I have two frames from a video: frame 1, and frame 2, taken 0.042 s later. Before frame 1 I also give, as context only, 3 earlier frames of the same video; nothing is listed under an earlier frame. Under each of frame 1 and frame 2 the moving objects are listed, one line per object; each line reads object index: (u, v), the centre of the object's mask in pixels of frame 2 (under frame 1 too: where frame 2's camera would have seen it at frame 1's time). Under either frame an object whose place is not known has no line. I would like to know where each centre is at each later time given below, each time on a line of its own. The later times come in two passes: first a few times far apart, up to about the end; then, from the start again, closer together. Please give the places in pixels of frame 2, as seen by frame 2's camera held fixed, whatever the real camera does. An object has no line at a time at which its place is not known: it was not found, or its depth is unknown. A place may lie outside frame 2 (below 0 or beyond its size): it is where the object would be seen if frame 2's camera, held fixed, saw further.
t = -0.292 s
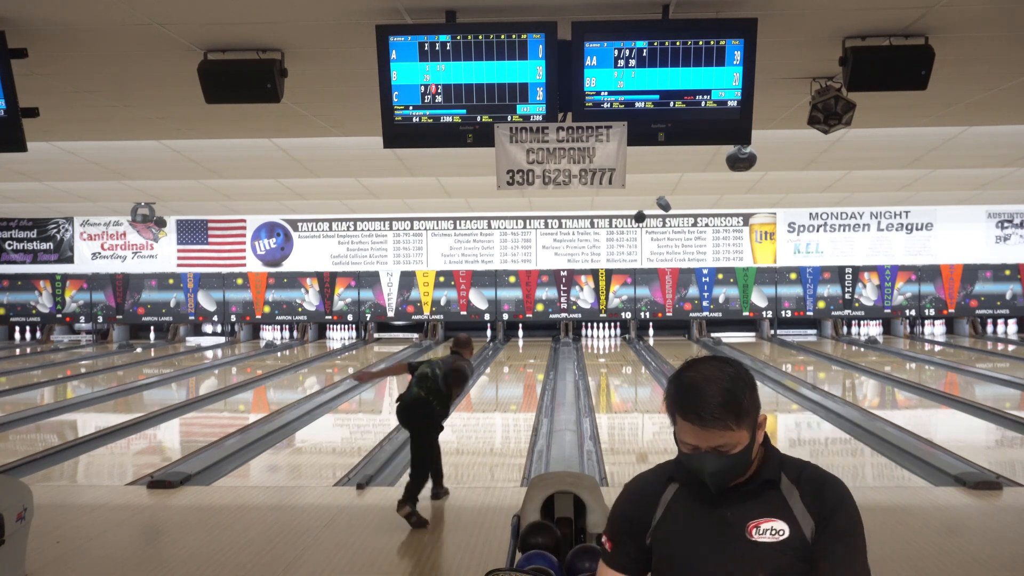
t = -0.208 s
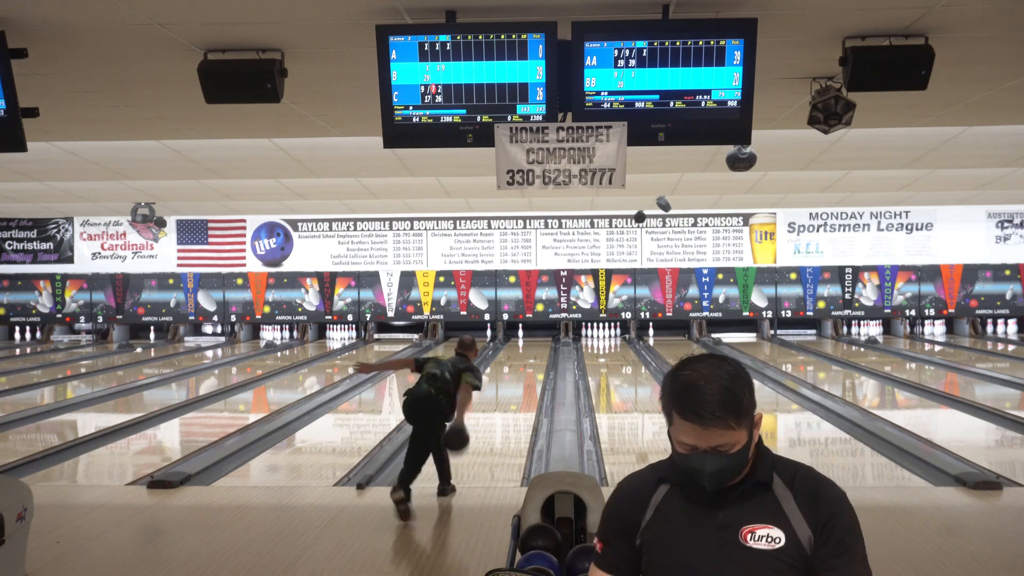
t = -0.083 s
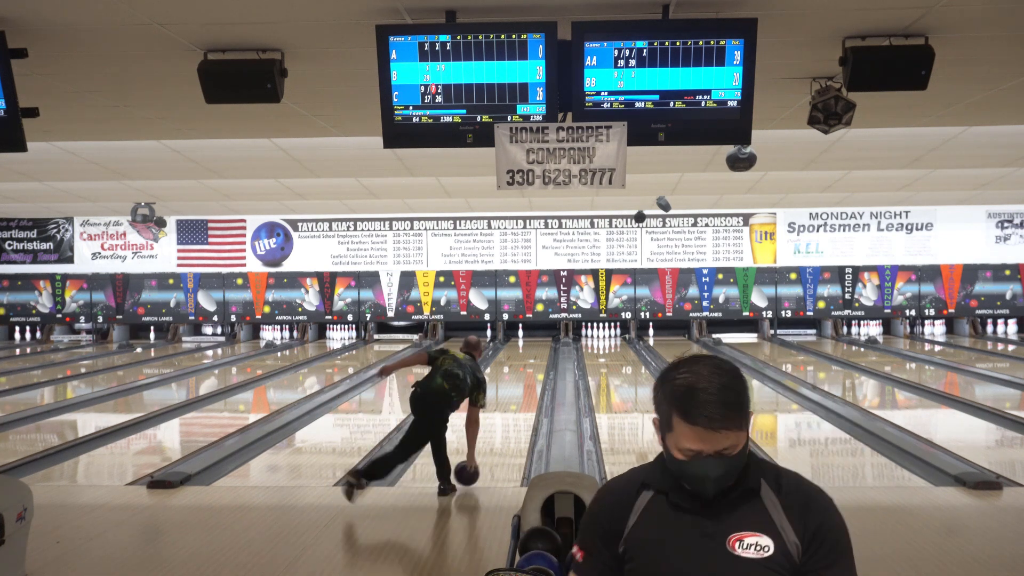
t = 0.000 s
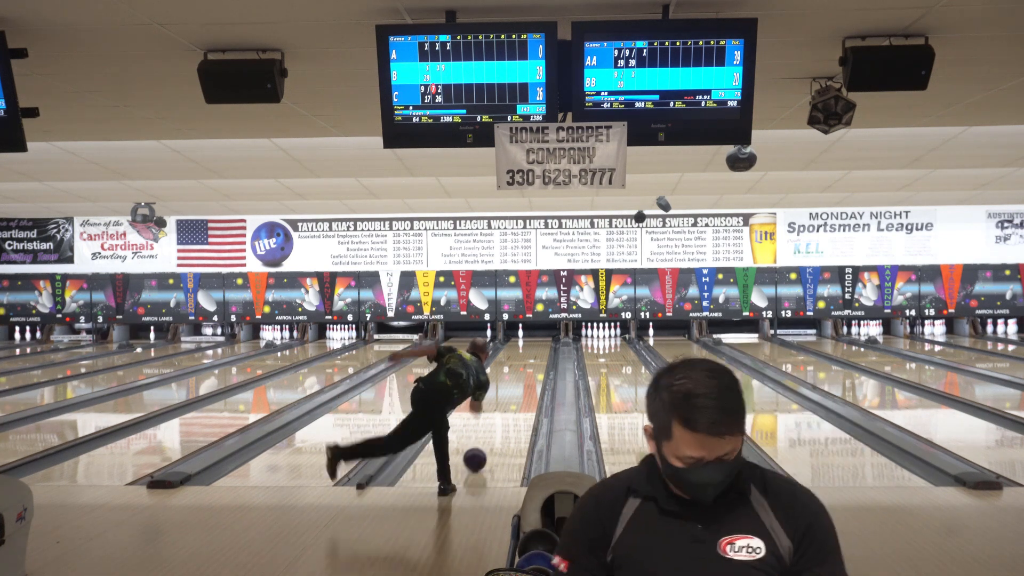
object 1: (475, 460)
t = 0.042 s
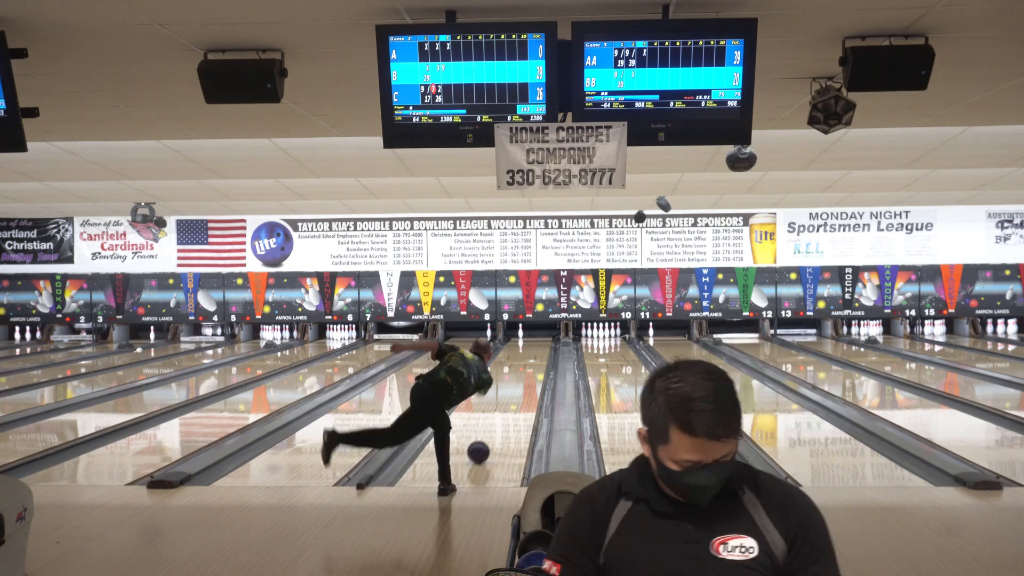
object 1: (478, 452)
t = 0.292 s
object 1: (494, 416)
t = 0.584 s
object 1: (506, 389)
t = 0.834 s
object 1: (514, 372)
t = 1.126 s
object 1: (519, 359)
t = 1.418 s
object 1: (523, 348)
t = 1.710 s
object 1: (525, 340)
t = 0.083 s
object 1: (481, 445)
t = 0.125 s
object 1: (484, 438)
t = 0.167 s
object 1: (487, 432)
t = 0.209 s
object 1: (490, 426)
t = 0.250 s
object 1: (492, 421)
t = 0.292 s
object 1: (494, 416)
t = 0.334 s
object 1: (496, 411)
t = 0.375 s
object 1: (498, 407)
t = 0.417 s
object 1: (498, 405)
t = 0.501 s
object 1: (504, 395)
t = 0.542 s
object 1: (505, 392)
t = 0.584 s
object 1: (506, 389)
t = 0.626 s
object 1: (508, 386)
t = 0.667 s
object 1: (509, 383)
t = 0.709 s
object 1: (511, 380)
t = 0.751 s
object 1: (512, 377)
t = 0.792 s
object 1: (513, 375)
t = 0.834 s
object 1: (514, 372)
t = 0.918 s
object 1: (516, 368)
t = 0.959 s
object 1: (517, 366)
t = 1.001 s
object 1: (517, 364)
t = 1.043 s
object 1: (518, 361)
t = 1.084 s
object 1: (519, 359)
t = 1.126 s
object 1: (519, 359)
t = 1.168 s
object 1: (520, 357)
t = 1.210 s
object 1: (521, 355)
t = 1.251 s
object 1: (521, 354)
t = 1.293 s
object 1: (522, 353)
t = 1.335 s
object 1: (522, 351)
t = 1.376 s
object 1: (523, 349)
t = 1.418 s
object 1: (523, 348)
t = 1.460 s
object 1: (524, 347)
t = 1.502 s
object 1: (524, 346)
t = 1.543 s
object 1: (524, 345)
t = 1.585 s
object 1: (524, 344)
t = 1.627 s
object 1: (525, 342)
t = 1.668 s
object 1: (525, 341)
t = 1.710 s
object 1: (525, 340)
